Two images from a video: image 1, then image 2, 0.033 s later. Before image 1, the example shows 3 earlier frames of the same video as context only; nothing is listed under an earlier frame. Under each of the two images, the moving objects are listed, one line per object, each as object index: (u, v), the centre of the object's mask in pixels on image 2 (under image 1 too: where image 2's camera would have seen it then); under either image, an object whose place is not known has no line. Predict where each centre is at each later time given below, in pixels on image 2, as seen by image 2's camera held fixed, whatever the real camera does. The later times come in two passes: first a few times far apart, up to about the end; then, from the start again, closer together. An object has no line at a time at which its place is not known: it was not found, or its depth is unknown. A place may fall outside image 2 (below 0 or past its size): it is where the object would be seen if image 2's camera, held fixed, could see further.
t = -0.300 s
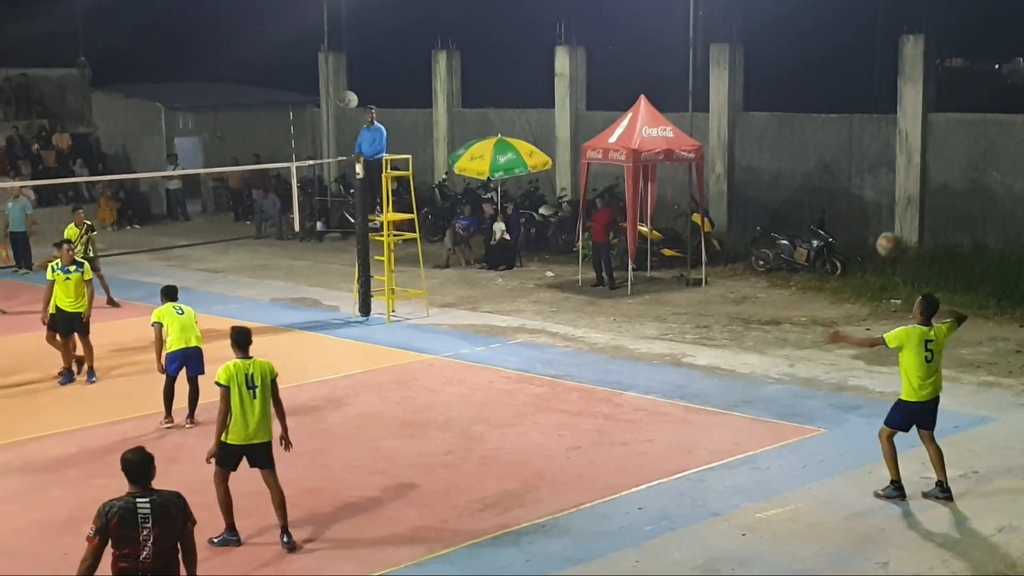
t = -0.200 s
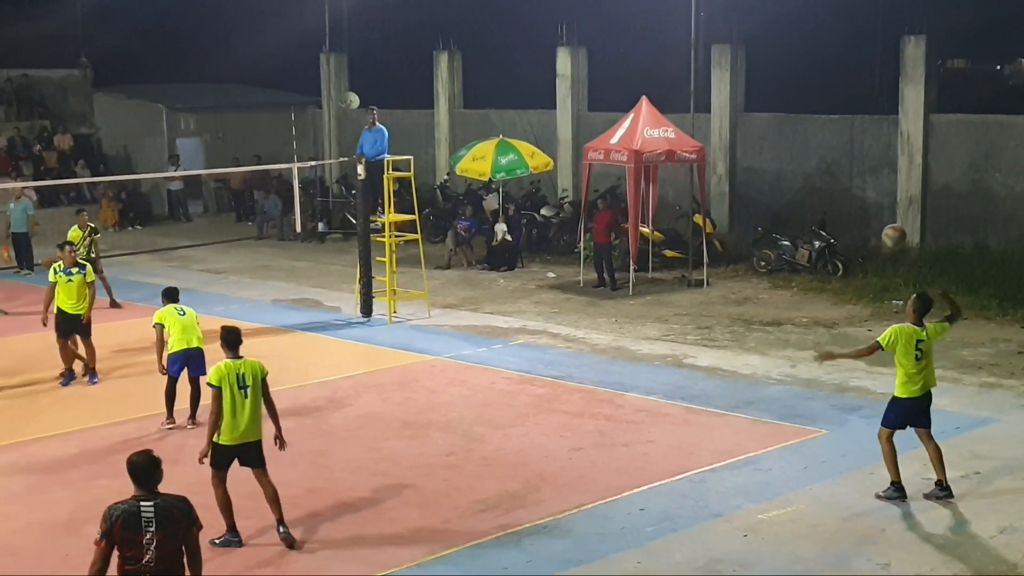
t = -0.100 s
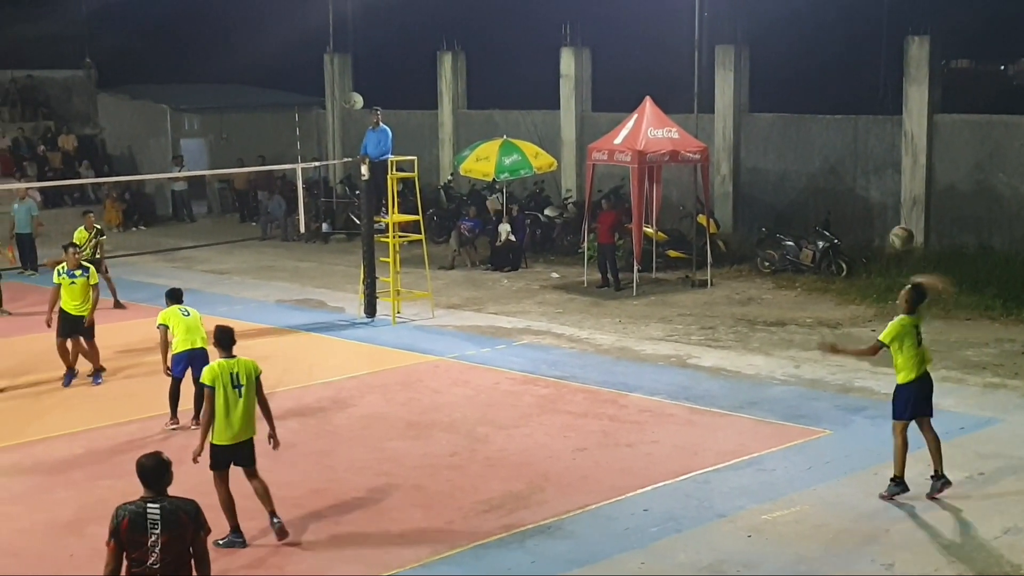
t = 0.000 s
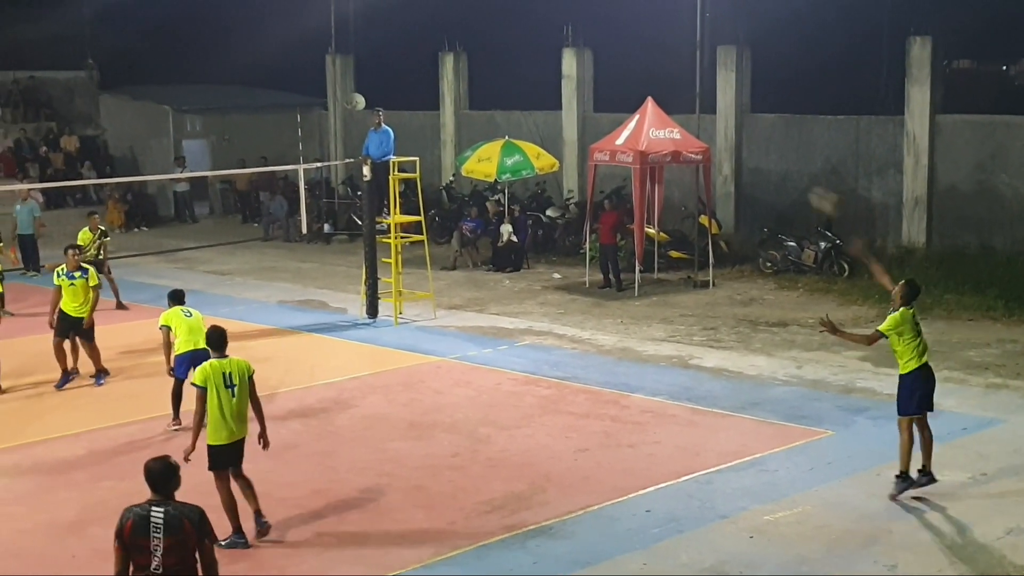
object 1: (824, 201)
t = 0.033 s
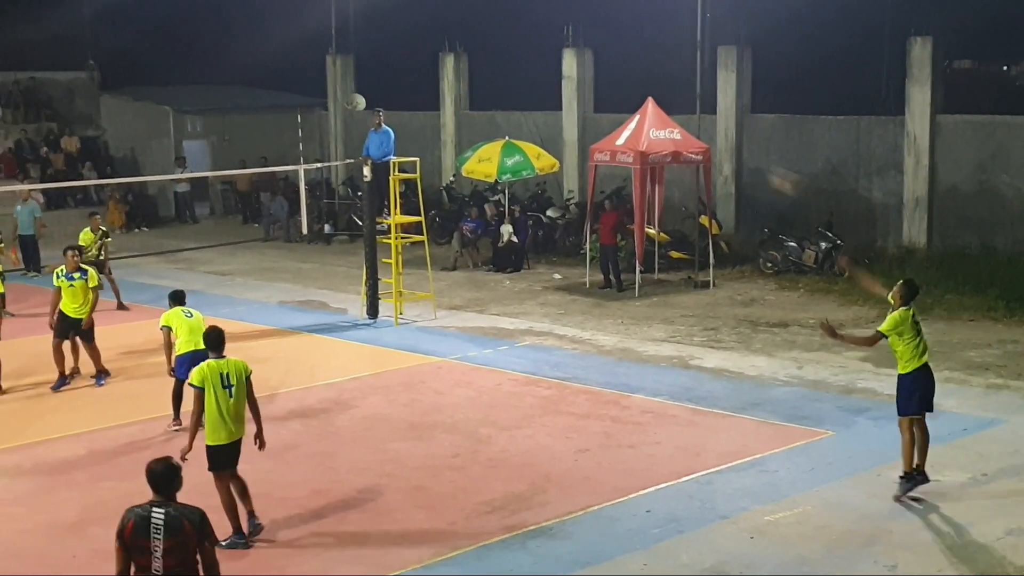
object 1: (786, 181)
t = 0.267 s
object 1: (544, 86)
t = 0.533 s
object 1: (349, 53)
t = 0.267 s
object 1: (544, 86)
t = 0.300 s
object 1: (515, 78)
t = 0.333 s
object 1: (488, 71)
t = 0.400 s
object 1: (439, 60)
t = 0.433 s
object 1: (414, 57)
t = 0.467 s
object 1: (392, 54)
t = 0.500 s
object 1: (370, 53)
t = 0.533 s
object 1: (349, 53)
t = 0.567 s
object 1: (329, 53)
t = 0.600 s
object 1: (310, 56)
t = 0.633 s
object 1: (292, 58)
